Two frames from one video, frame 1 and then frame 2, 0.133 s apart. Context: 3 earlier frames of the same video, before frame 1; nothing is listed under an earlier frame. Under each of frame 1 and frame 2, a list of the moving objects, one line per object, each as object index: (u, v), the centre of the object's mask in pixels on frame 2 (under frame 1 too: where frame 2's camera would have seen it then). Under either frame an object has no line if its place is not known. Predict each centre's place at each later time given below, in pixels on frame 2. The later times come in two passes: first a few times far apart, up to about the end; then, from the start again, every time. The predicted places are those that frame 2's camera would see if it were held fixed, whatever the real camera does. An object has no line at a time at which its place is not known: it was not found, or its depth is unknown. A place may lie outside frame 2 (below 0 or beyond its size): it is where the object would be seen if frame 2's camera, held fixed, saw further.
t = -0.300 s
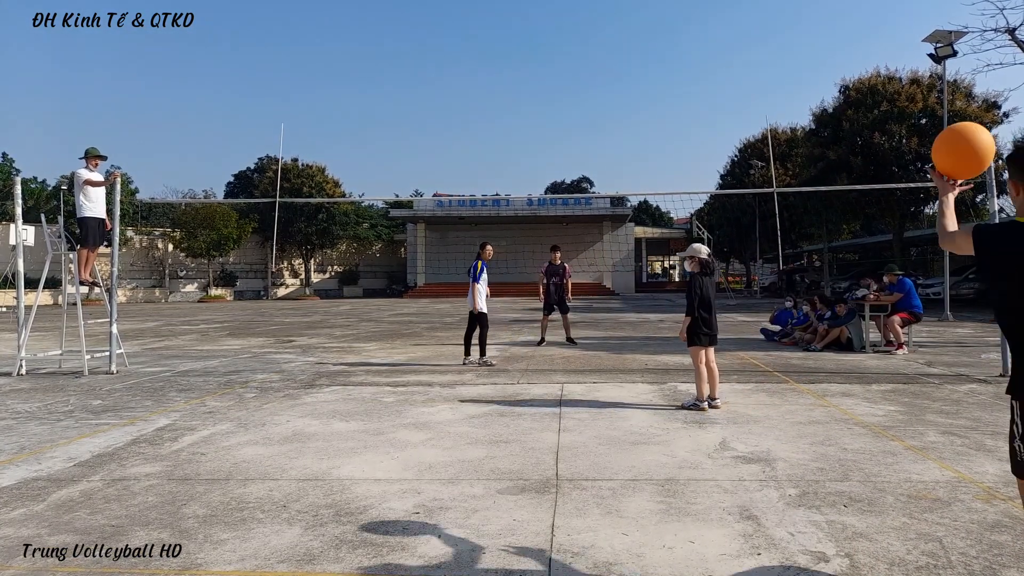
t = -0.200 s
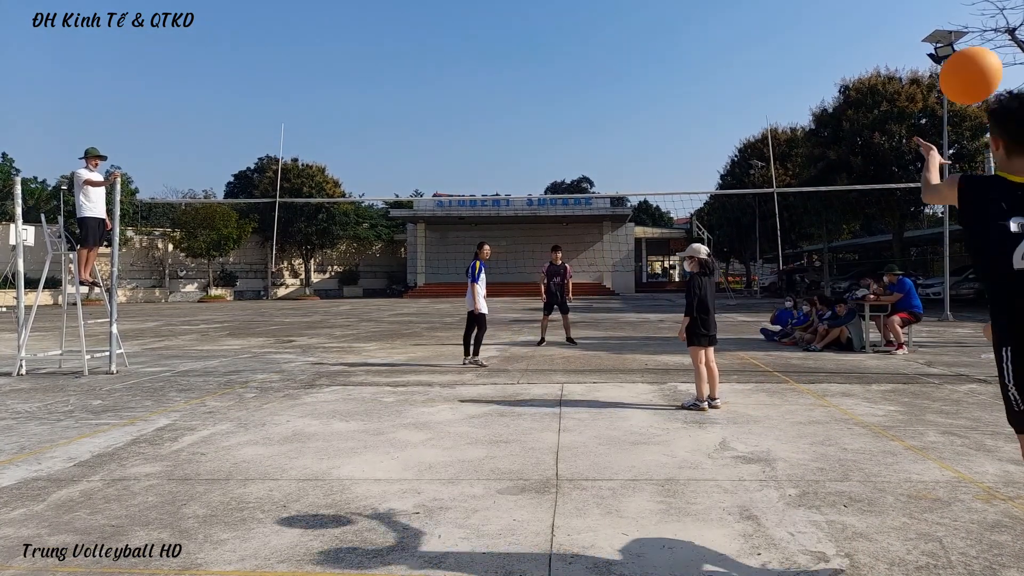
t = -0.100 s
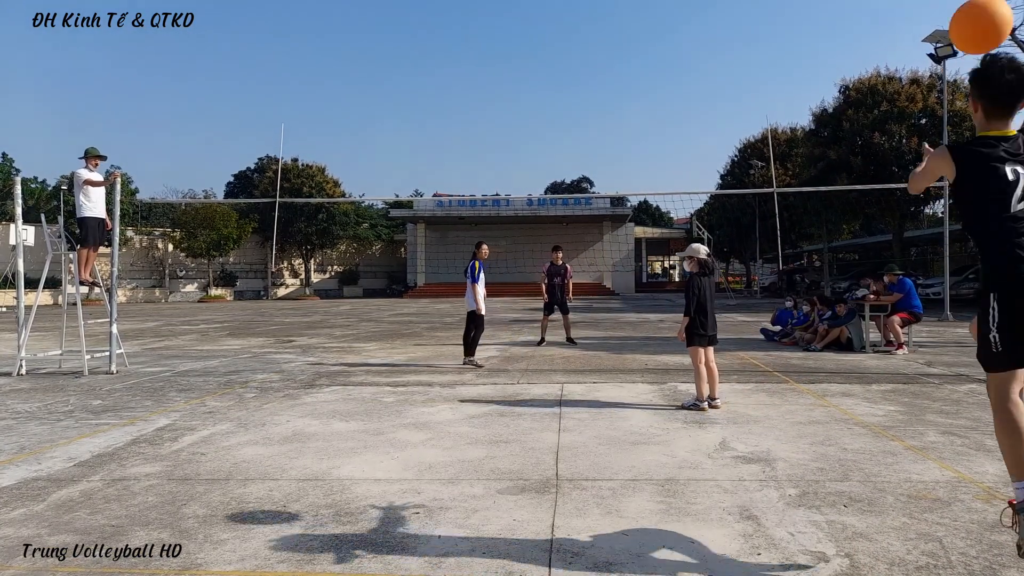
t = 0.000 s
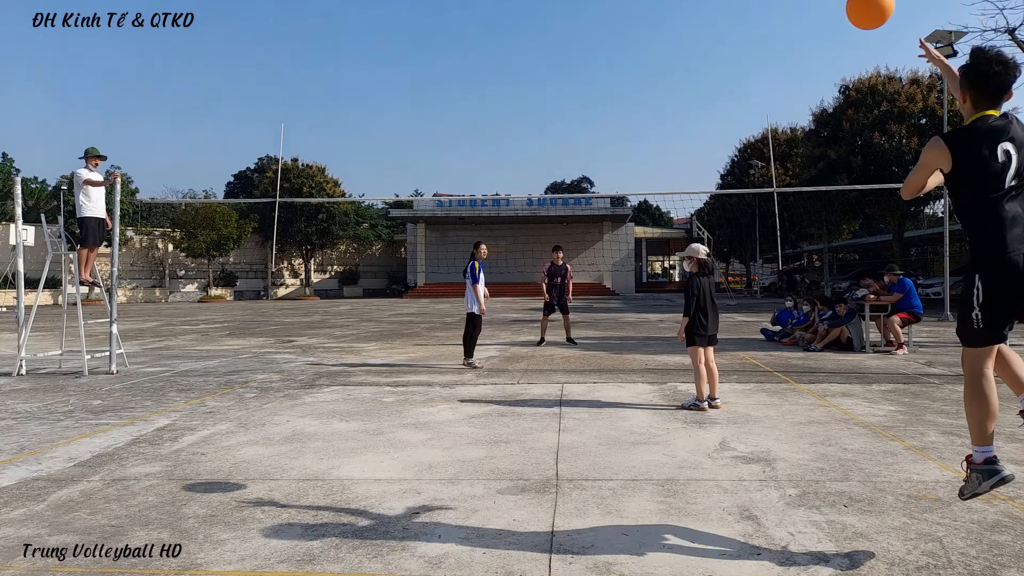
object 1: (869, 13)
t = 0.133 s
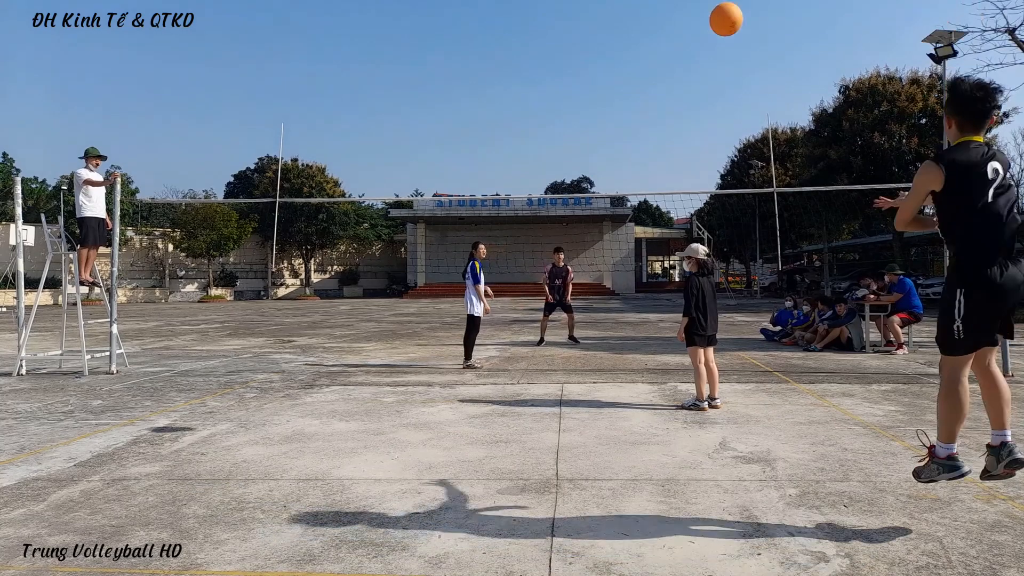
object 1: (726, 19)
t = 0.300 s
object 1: (645, 63)
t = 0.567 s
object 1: (588, 153)
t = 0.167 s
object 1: (704, 27)
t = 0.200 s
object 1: (685, 35)
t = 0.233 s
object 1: (670, 44)
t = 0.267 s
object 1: (656, 53)
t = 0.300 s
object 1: (645, 63)
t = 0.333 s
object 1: (634, 74)
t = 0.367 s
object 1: (625, 84)
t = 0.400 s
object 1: (617, 95)
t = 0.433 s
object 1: (609, 106)
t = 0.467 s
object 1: (603, 117)
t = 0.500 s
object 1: (597, 129)
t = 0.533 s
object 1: (592, 141)
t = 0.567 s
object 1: (588, 153)
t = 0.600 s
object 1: (584, 166)
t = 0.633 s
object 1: (580, 179)
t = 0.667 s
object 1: (577, 189)
